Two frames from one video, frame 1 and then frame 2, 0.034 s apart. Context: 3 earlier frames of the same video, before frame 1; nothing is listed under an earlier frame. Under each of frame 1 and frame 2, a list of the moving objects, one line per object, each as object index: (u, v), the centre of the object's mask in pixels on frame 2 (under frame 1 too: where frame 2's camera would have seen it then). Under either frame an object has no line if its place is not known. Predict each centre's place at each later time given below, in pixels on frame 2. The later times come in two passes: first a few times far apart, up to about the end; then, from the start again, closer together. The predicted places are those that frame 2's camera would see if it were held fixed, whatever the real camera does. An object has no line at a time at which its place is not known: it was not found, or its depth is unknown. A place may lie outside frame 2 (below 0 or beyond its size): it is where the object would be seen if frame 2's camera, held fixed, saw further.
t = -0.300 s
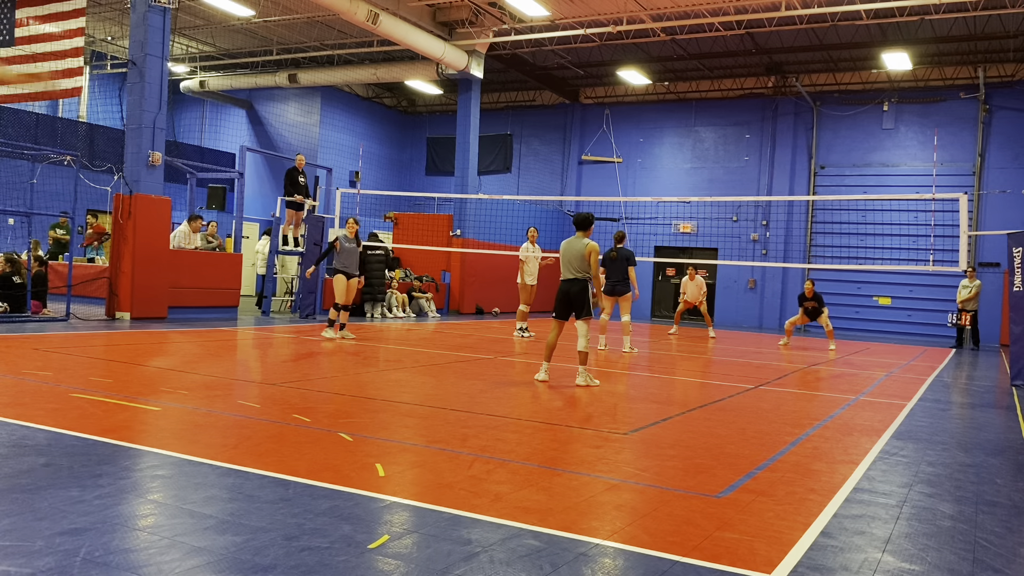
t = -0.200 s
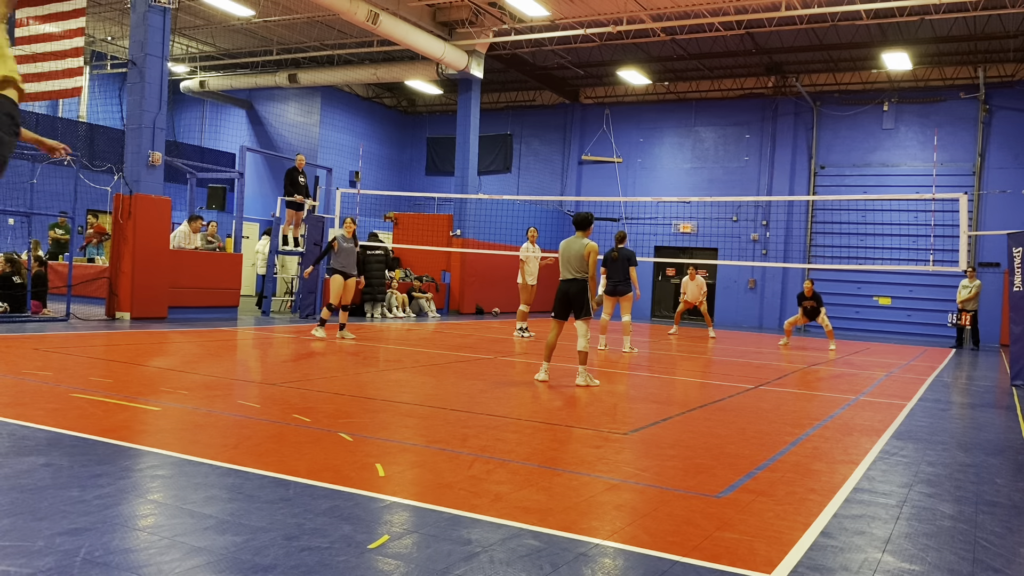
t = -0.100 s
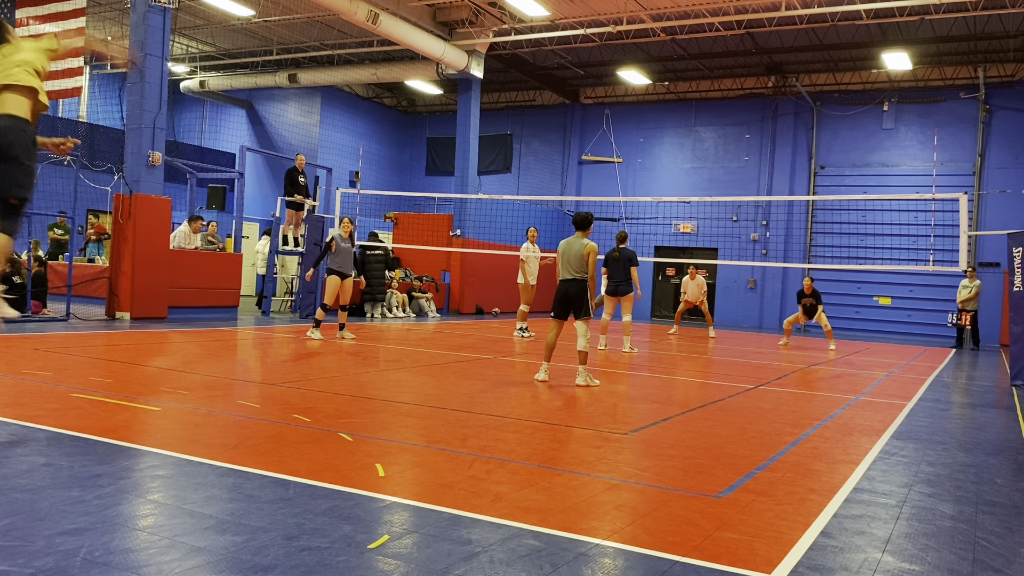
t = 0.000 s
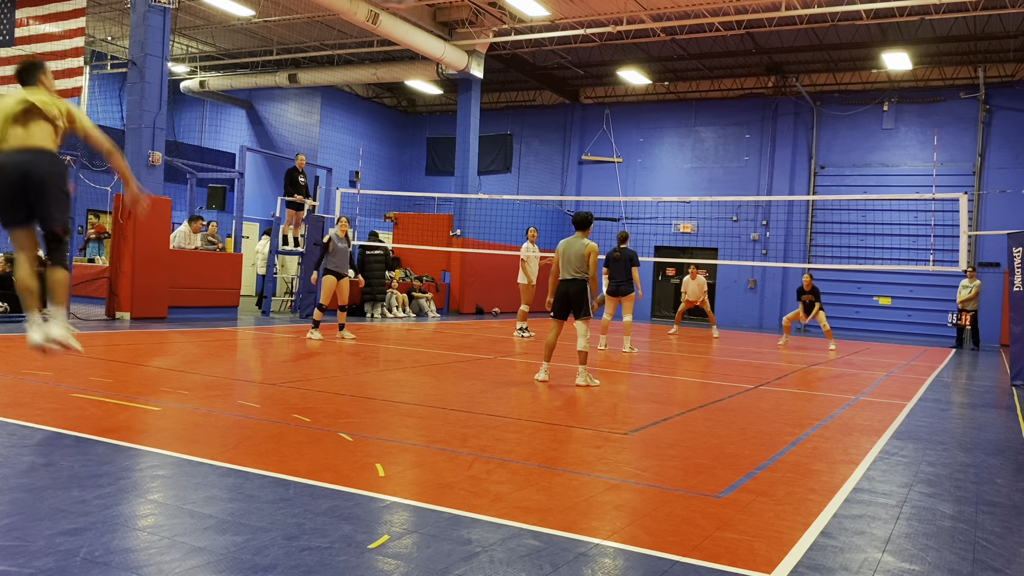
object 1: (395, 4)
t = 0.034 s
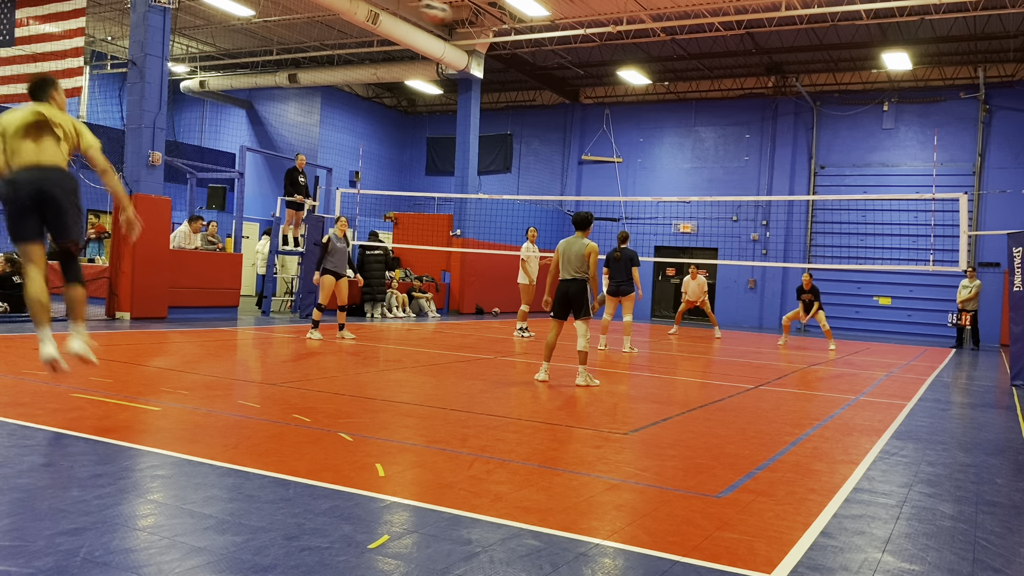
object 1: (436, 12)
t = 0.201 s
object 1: (571, 72)
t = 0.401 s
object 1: (656, 143)
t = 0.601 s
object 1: (702, 214)
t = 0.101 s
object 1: (500, 36)
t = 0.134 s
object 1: (528, 49)
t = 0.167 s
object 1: (550, 60)
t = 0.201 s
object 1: (571, 72)
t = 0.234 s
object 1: (589, 84)
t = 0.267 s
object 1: (606, 95)
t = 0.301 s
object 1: (620, 107)
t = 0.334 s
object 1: (633, 119)
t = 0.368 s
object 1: (645, 131)
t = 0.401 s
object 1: (656, 143)
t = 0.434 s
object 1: (665, 155)
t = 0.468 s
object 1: (674, 166)
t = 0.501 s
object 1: (682, 178)
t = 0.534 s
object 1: (689, 190)
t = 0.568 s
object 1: (695, 202)
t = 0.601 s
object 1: (702, 214)
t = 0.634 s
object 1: (708, 225)
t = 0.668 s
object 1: (712, 237)
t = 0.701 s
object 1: (718, 250)
